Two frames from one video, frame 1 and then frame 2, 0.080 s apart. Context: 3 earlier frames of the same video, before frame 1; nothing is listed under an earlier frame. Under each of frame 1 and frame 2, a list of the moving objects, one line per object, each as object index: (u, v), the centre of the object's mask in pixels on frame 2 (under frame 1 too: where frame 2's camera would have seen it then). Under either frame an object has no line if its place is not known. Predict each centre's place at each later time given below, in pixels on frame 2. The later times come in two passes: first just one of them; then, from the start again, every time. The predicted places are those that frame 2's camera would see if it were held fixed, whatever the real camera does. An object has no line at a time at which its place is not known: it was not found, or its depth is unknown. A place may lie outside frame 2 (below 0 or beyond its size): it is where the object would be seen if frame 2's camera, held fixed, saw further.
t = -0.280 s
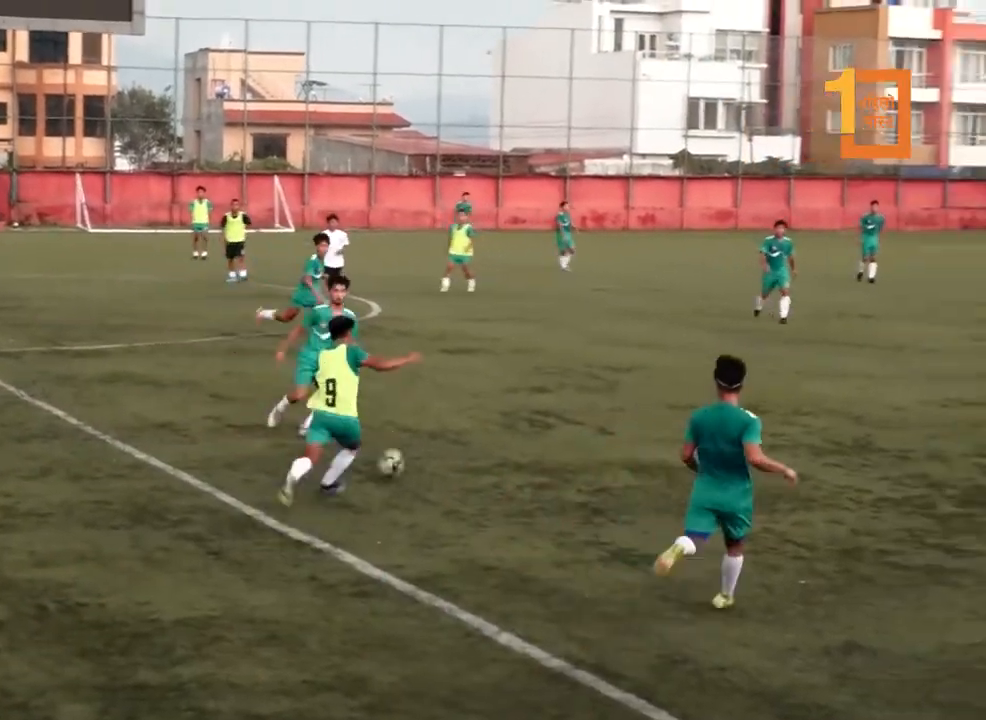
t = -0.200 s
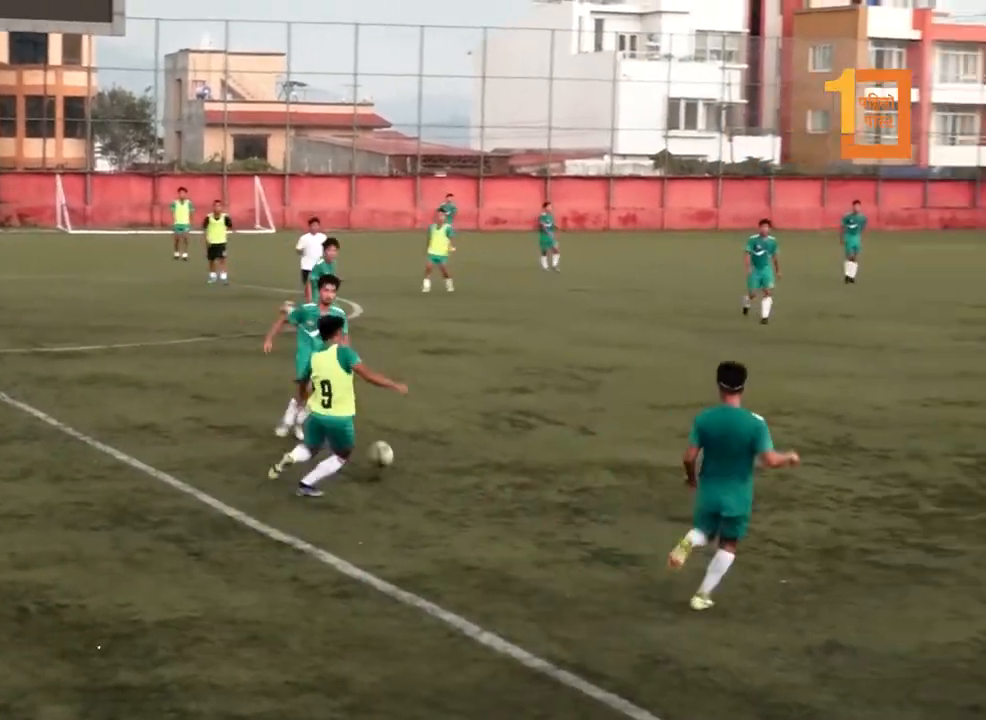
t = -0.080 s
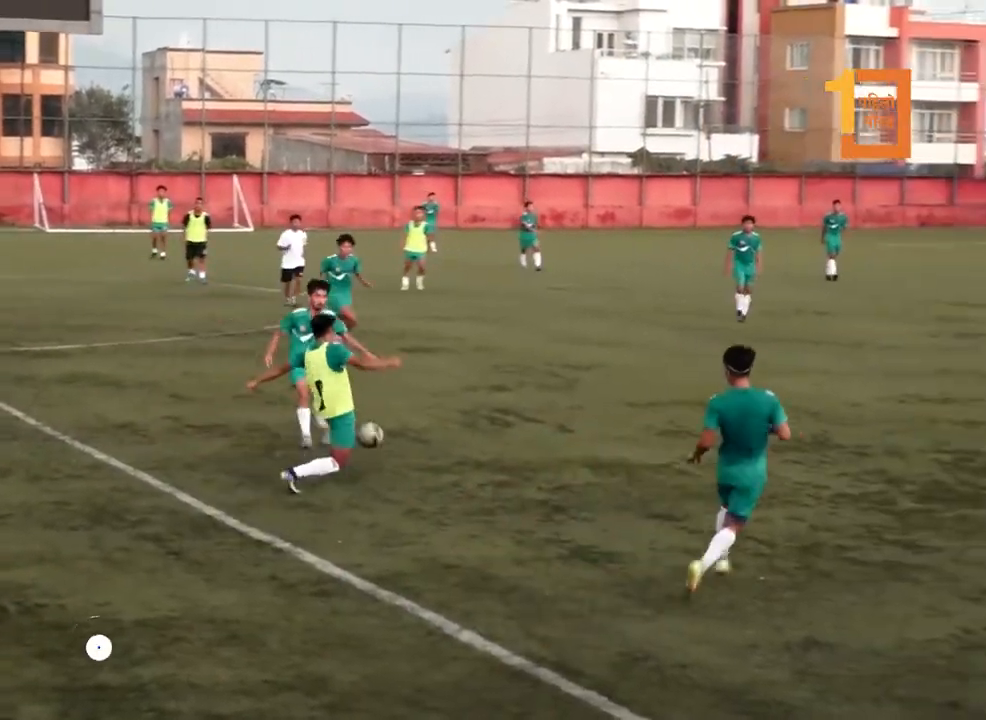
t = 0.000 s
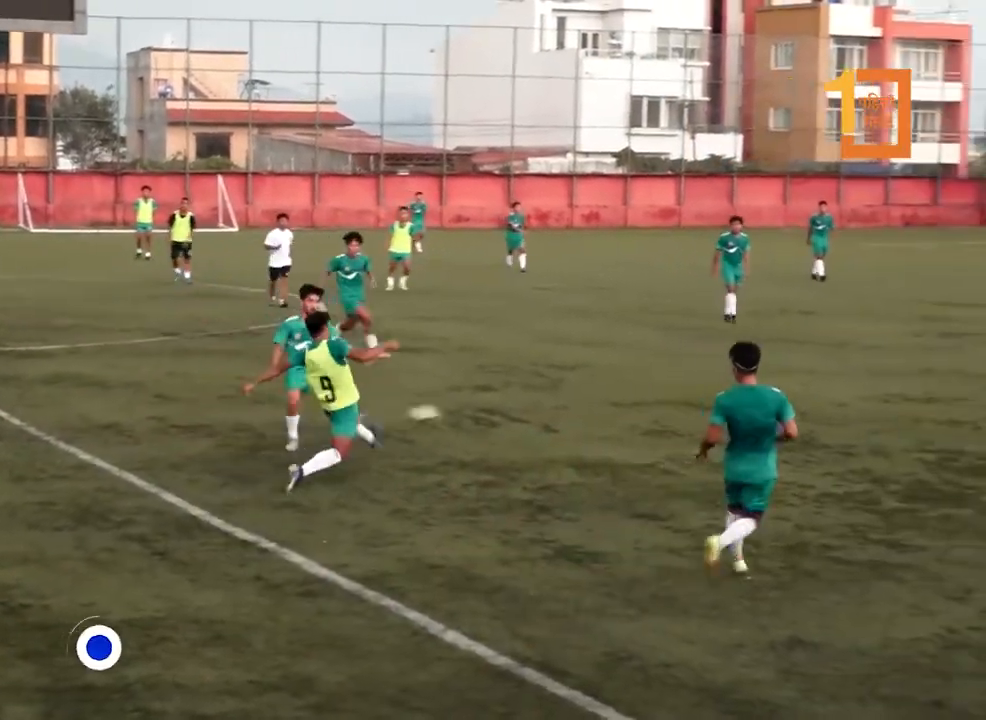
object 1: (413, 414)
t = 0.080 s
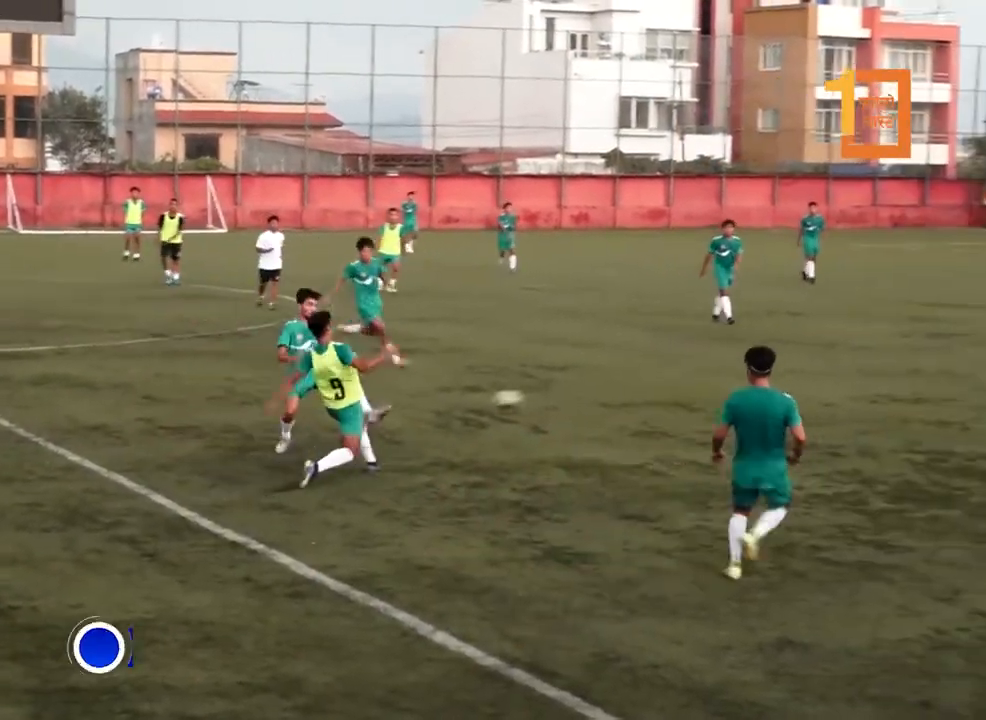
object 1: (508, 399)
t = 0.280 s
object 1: (732, 391)
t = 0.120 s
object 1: (553, 395)
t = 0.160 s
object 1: (600, 392)
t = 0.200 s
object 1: (645, 389)
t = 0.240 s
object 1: (689, 390)
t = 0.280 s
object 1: (732, 391)
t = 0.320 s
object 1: (776, 396)
